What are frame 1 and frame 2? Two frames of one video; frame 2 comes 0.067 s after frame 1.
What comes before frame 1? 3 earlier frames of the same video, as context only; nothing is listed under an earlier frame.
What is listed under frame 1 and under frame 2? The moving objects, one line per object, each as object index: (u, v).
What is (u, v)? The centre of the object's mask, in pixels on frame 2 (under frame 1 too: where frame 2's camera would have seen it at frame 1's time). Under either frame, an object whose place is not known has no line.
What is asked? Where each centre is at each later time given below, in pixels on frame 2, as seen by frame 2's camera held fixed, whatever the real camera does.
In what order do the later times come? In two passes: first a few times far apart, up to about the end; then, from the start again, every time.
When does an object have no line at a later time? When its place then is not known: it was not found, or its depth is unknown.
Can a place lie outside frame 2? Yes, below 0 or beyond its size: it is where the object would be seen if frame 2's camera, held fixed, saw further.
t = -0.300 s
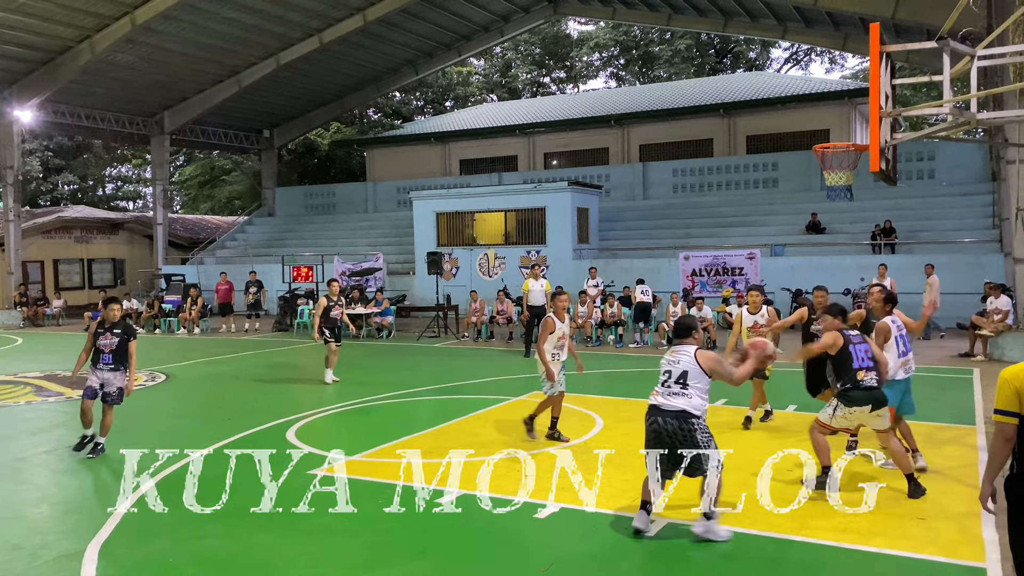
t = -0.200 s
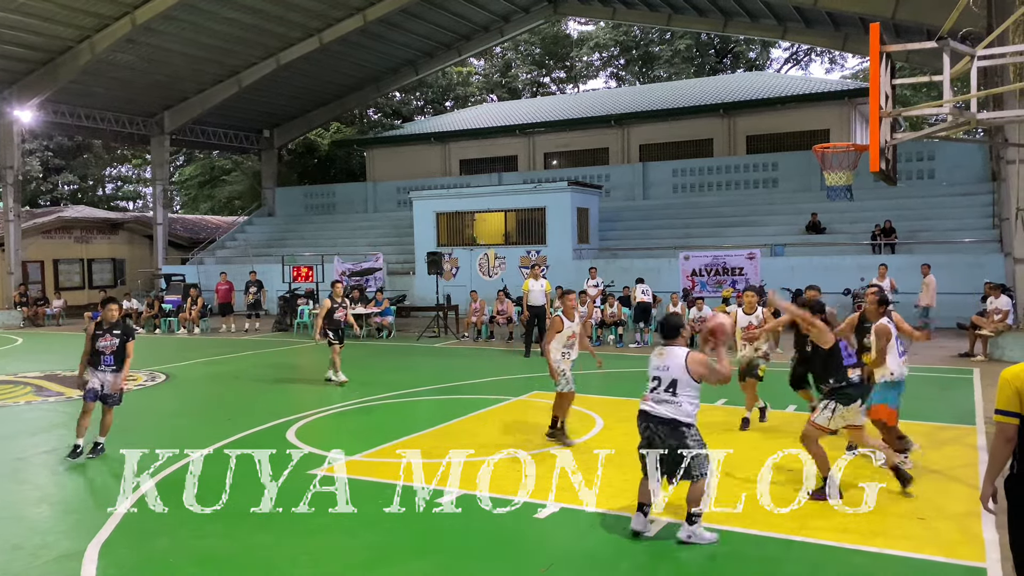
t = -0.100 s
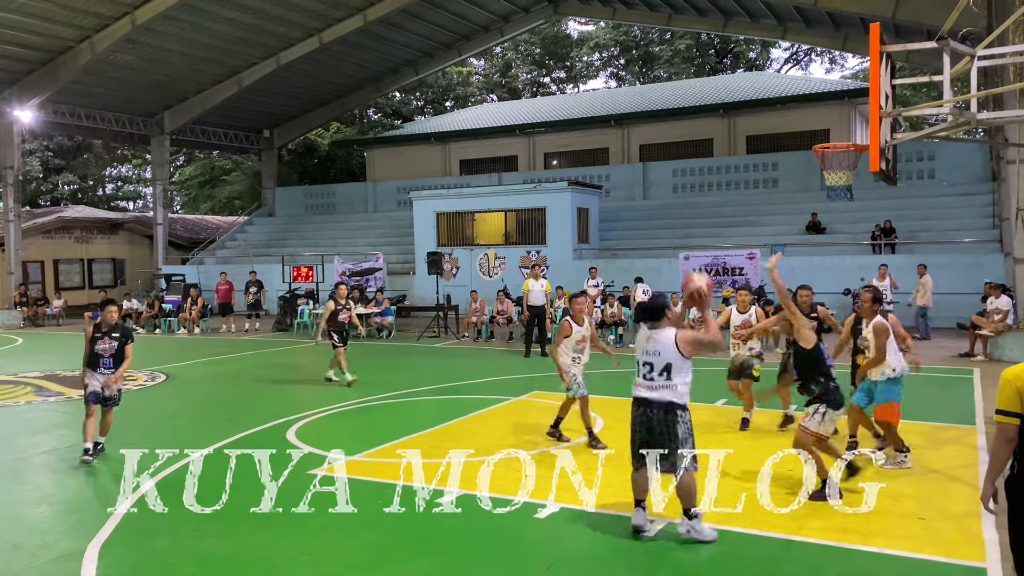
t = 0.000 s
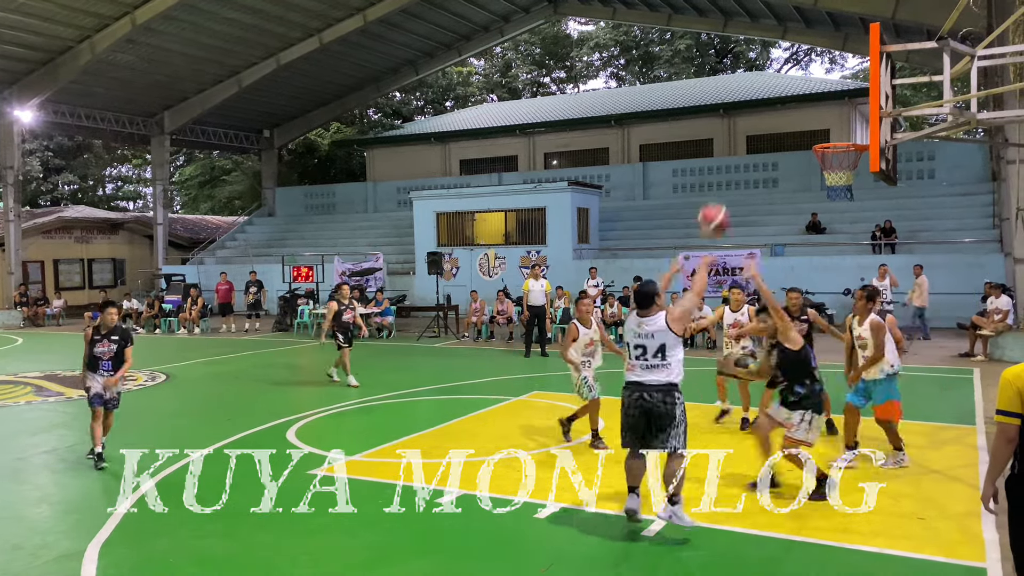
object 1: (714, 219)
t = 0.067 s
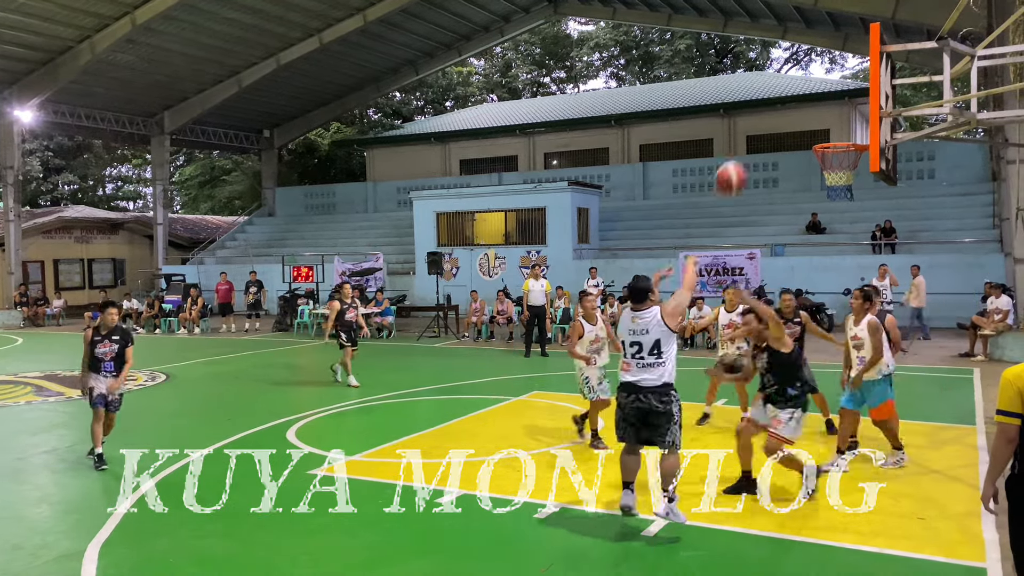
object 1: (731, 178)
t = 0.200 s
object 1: (764, 115)
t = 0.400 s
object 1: (809, 66)
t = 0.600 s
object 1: (850, 65)
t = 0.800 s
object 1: (844, 104)
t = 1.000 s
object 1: (820, 121)
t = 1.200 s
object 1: (790, 132)
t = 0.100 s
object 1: (739, 159)
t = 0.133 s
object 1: (748, 142)
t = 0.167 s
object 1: (755, 129)
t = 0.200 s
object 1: (764, 115)
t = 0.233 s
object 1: (772, 103)
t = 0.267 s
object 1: (779, 94)
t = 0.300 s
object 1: (786, 87)
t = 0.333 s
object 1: (795, 77)
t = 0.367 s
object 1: (802, 70)
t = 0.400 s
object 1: (809, 66)
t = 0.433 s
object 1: (816, 62)
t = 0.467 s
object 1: (823, 60)
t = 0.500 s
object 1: (830, 60)
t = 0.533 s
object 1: (836, 60)
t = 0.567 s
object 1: (843, 62)
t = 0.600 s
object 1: (850, 65)
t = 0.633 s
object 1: (856, 69)
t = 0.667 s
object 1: (856, 73)
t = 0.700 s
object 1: (855, 81)
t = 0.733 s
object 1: (853, 86)
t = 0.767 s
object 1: (847, 94)
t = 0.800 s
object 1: (844, 104)
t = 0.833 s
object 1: (841, 113)
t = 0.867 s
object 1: (838, 124)
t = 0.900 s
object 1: (834, 129)
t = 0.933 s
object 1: (829, 125)
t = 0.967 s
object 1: (824, 123)
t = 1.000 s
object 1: (820, 121)
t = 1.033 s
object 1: (815, 119)
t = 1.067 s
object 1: (810, 119)
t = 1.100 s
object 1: (806, 121)
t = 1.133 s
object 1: (800, 123)
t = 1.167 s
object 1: (796, 127)
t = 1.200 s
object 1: (790, 132)
